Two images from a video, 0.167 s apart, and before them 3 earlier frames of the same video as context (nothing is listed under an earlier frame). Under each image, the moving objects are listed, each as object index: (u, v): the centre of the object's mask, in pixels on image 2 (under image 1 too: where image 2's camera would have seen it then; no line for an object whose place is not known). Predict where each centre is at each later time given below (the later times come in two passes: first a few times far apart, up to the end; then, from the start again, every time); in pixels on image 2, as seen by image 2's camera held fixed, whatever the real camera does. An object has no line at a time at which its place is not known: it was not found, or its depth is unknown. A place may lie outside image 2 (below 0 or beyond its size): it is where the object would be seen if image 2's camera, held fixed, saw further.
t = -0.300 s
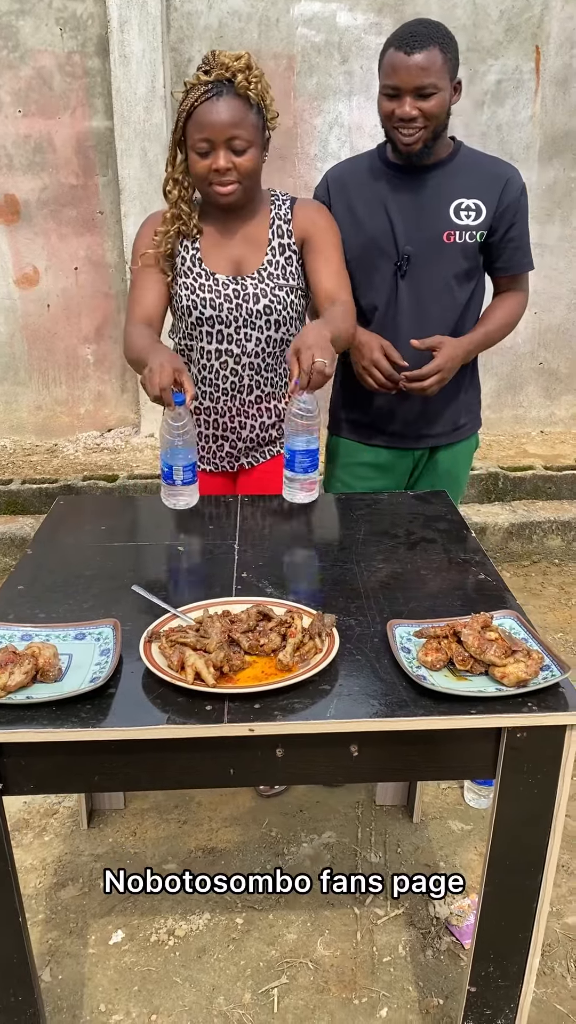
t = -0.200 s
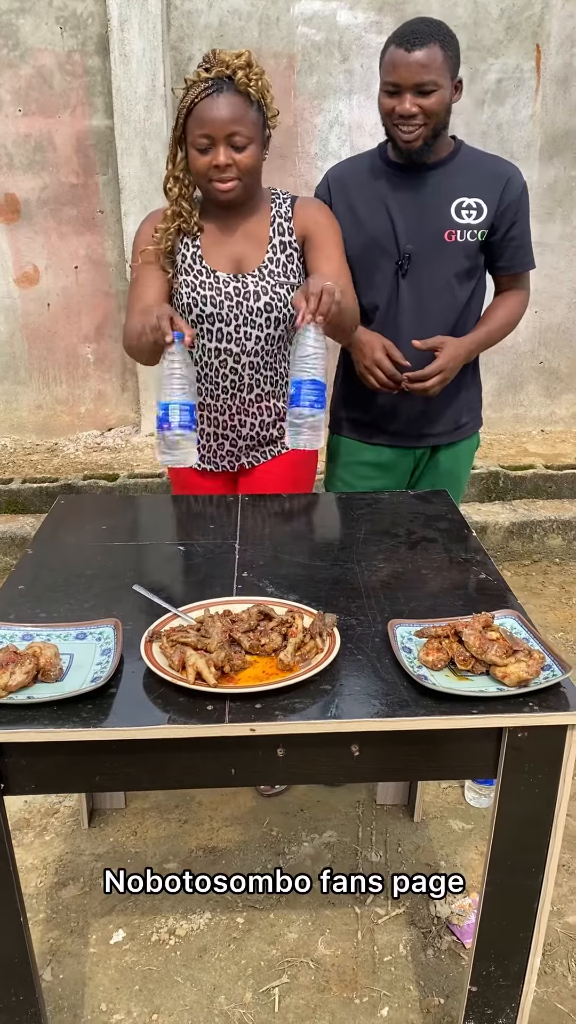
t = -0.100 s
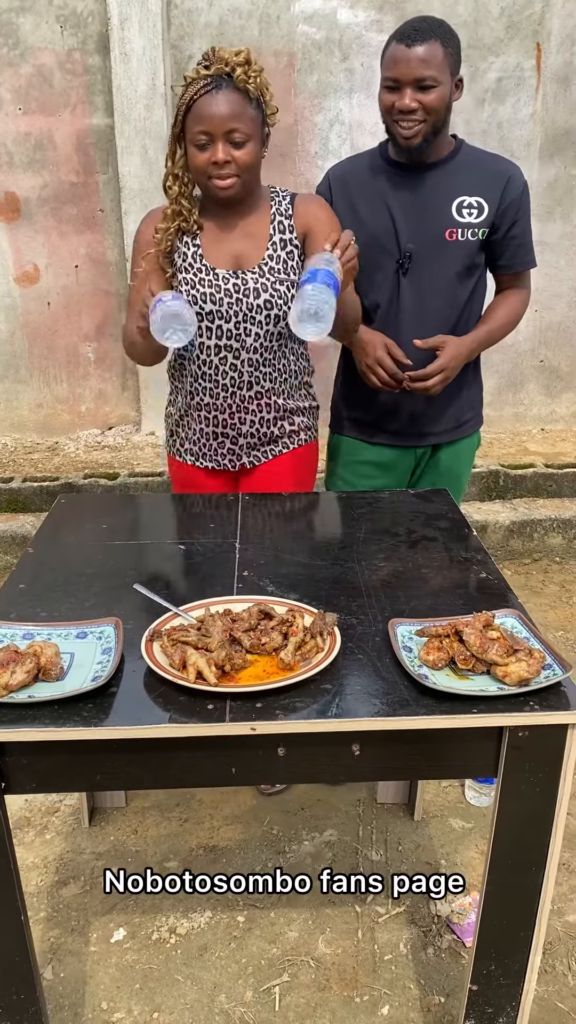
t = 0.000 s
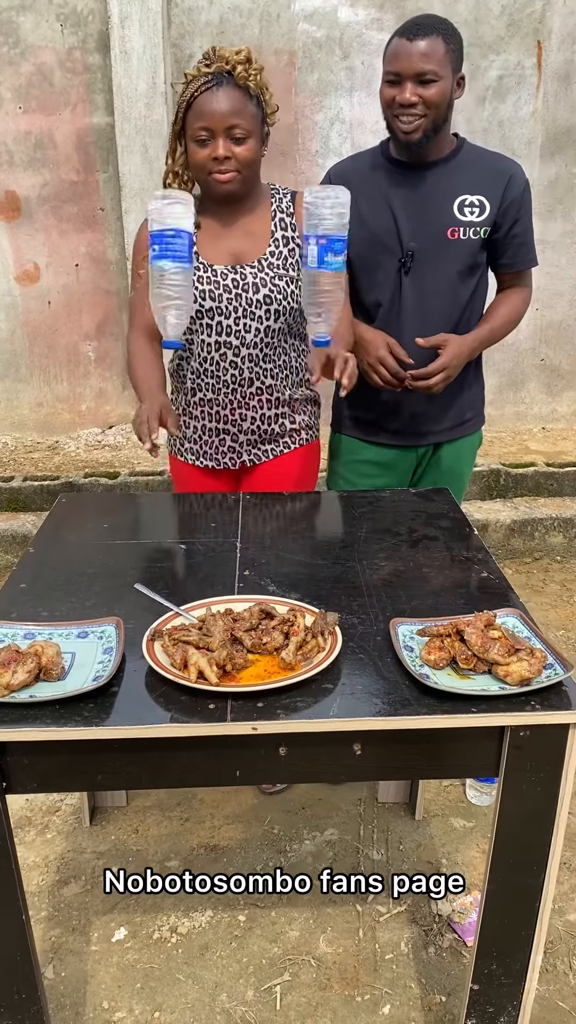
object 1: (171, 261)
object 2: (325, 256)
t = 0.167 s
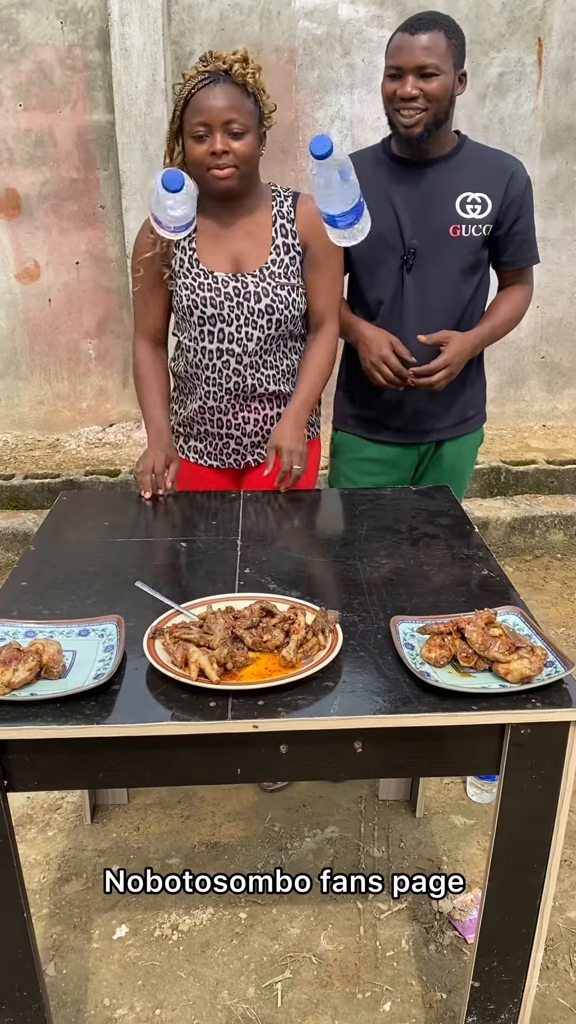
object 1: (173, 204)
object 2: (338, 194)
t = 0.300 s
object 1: (179, 302)
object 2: (348, 305)
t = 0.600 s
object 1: (196, 513)
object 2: (364, 525)
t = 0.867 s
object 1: (227, 565)
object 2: (359, 538)
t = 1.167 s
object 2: (352, 537)
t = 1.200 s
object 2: (351, 537)
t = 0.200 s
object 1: (173, 216)
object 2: (341, 209)
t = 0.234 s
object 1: (174, 236)
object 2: (343, 233)
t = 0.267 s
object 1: (176, 266)
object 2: (346, 265)
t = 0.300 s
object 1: (179, 302)
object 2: (348, 305)
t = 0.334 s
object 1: (181, 344)
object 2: (351, 351)
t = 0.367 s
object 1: (184, 392)
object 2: (353, 402)
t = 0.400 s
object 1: (187, 446)
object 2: (354, 459)
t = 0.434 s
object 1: (190, 504)
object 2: (355, 519)
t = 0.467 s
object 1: (193, 510)
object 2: (360, 511)
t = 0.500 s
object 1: (194, 511)
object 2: (362, 512)
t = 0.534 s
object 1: (194, 511)
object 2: (361, 515)
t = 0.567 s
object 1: (195, 512)
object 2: (362, 519)
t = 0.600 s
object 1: (196, 513)
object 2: (364, 525)
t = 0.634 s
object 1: (198, 515)
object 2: (364, 534)
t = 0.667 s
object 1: (201, 518)
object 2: (365, 539)
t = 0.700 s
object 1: (205, 521)
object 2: (365, 539)
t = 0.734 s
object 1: (208, 526)
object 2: (364, 538)
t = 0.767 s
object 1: (213, 532)
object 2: (362, 539)
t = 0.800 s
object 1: (217, 540)
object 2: (360, 538)
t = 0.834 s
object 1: (222, 552)
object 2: (359, 538)
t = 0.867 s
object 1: (227, 565)
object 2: (359, 538)
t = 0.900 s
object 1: (231, 561)
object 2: (358, 538)
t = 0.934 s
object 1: (233, 564)
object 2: (357, 538)
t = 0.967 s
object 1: (233, 565)
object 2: (356, 538)
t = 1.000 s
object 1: (232, 566)
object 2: (354, 537)
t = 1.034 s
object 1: (232, 566)
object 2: (353, 537)
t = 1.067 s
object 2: (352, 537)
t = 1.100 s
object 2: (352, 537)
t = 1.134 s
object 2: (352, 537)
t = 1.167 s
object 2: (352, 537)
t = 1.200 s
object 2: (351, 537)
